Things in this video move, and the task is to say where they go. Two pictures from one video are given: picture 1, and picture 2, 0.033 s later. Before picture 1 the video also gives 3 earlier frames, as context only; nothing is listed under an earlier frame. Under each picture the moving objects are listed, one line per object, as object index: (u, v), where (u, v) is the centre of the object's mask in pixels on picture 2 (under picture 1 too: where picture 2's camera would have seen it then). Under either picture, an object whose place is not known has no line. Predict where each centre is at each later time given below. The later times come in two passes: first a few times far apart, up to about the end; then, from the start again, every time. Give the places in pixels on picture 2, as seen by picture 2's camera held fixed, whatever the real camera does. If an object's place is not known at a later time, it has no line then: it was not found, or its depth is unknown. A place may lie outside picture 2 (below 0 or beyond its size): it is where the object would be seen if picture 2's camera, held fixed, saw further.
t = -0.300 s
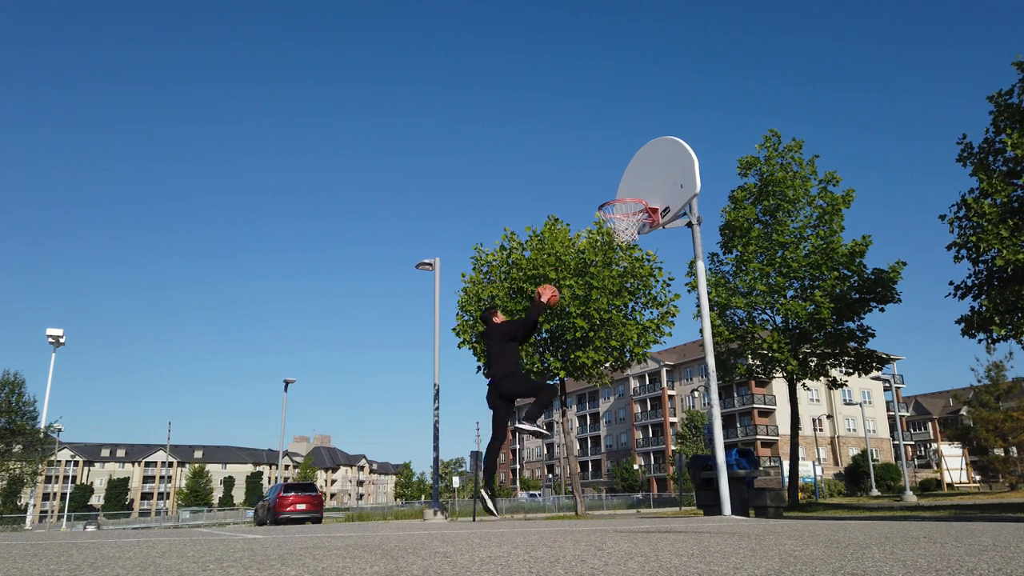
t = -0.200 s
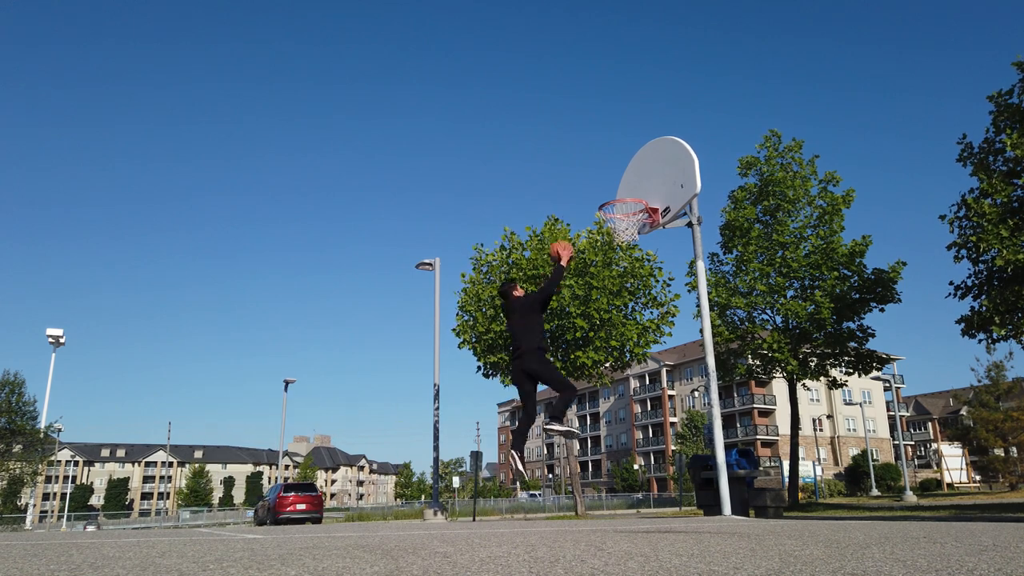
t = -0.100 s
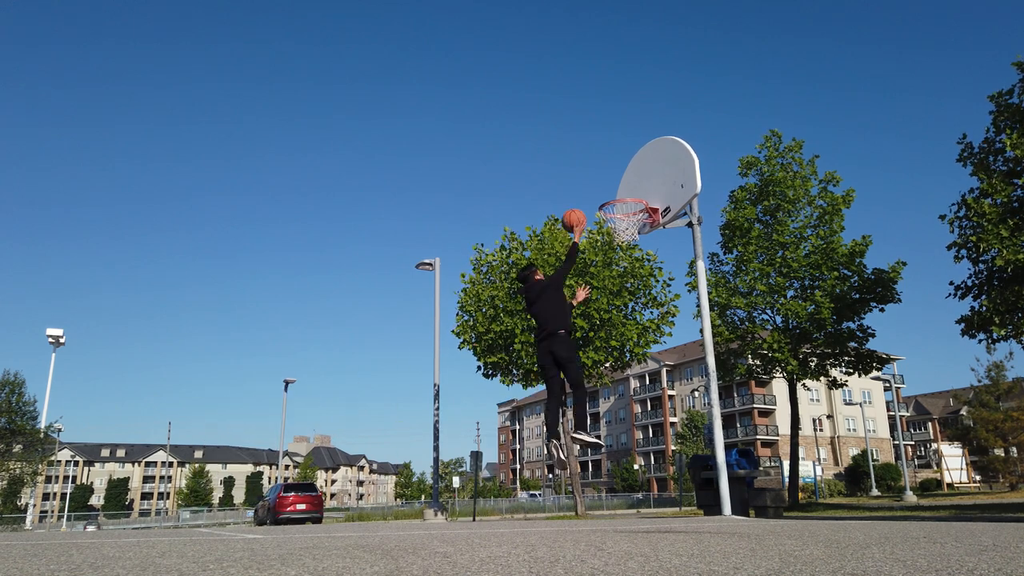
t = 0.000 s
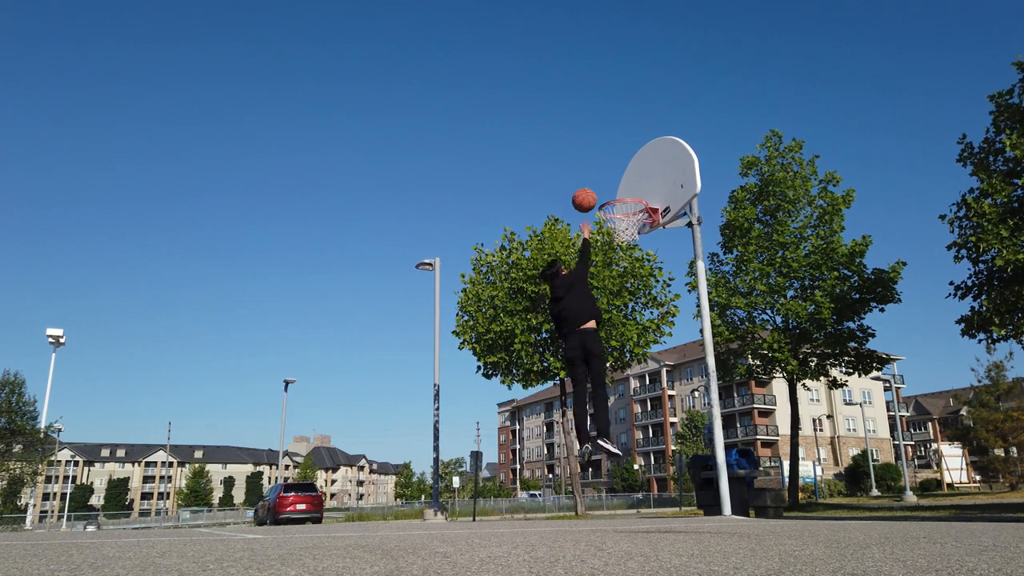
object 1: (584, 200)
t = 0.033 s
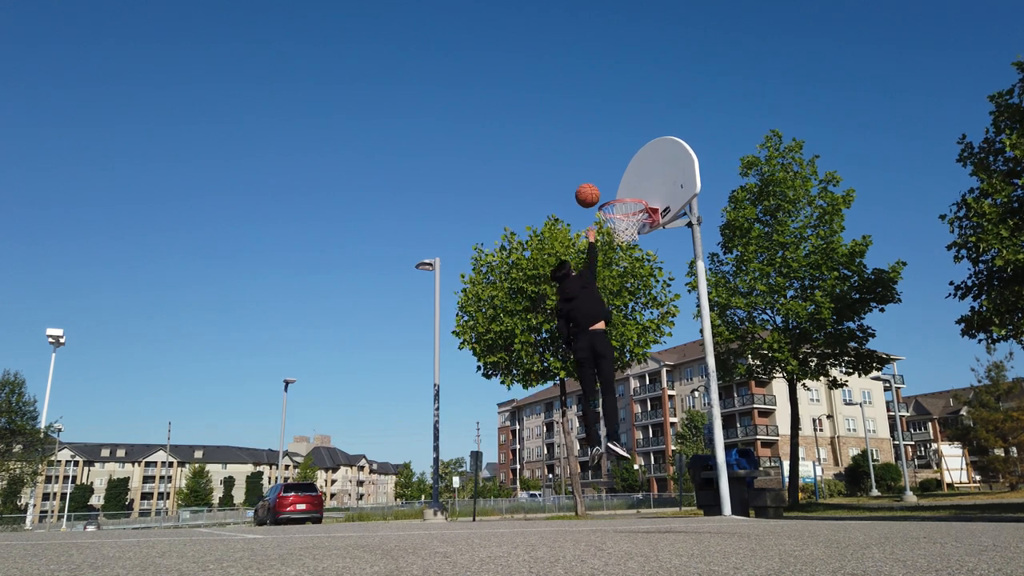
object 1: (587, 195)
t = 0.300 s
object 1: (614, 190)
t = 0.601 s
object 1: (635, 213)
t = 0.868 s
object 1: (623, 232)
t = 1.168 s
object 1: (626, 254)
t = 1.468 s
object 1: (643, 360)
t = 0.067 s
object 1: (590, 191)
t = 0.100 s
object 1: (594, 189)
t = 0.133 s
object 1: (597, 187)
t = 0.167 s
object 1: (601, 187)
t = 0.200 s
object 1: (604, 187)
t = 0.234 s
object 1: (607, 189)
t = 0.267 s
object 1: (611, 190)
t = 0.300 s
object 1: (614, 190)
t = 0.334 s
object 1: (617, 190)
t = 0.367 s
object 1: (620, 191)
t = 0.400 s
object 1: (623, 191)
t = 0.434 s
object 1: (625, 192)
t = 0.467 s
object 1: (628, 196)
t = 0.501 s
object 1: (630, 200)
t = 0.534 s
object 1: (631, 203)
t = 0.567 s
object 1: (632, 206)
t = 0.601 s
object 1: (635, 213)
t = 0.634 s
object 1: (636, 216)
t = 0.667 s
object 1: (635, 223)
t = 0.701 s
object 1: (634, 224)
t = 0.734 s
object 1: (632, 225)
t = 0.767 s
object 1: (630, 226)
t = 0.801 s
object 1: (628, 228)
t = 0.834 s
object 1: (626, 230)
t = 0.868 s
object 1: (623, 232)
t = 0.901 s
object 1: (621, 234)
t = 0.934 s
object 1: (620, 235)
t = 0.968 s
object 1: (619, 237)
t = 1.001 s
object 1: (620, 240)
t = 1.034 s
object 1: (621, 242)
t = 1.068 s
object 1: (622, 243)
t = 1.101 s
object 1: (623, 245)
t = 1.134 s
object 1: (624, 249)
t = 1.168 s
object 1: (626, 254)
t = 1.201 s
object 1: (628, 261)
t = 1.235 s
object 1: (629, 269)
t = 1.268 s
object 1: (631, 278)
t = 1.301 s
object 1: (632, 289)
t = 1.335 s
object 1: (634, 300)
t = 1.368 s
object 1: (636, 313)
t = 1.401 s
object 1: (638, 328)
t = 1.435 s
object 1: (640, 343)
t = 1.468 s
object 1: (643, 360)
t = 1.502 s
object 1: (645, 379)
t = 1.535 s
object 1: (648, 399)
